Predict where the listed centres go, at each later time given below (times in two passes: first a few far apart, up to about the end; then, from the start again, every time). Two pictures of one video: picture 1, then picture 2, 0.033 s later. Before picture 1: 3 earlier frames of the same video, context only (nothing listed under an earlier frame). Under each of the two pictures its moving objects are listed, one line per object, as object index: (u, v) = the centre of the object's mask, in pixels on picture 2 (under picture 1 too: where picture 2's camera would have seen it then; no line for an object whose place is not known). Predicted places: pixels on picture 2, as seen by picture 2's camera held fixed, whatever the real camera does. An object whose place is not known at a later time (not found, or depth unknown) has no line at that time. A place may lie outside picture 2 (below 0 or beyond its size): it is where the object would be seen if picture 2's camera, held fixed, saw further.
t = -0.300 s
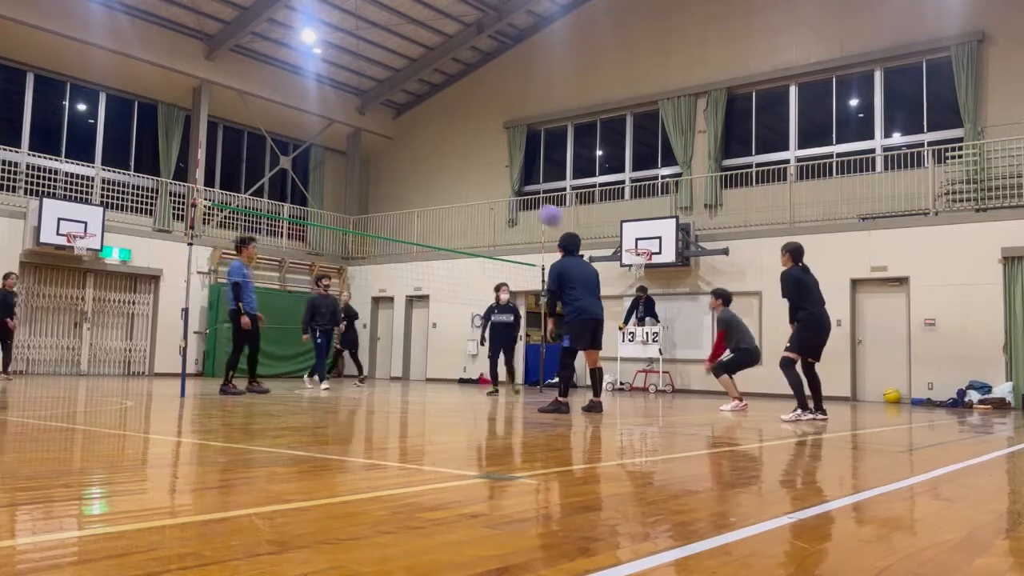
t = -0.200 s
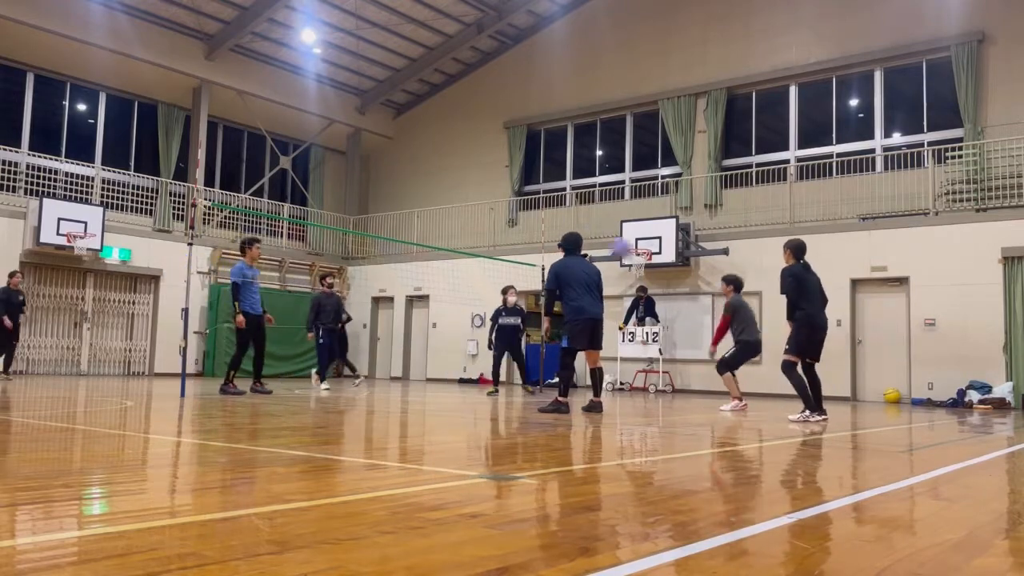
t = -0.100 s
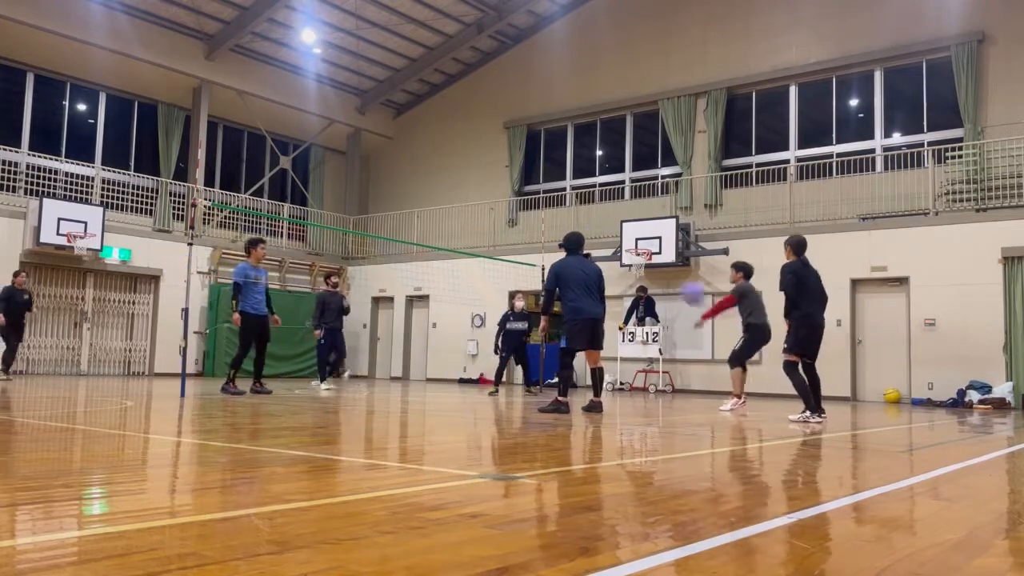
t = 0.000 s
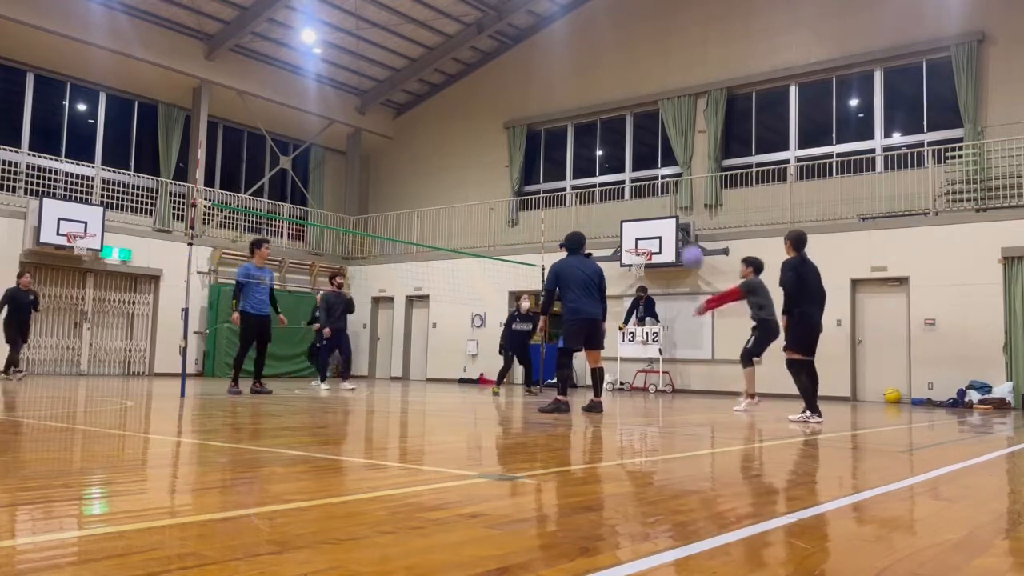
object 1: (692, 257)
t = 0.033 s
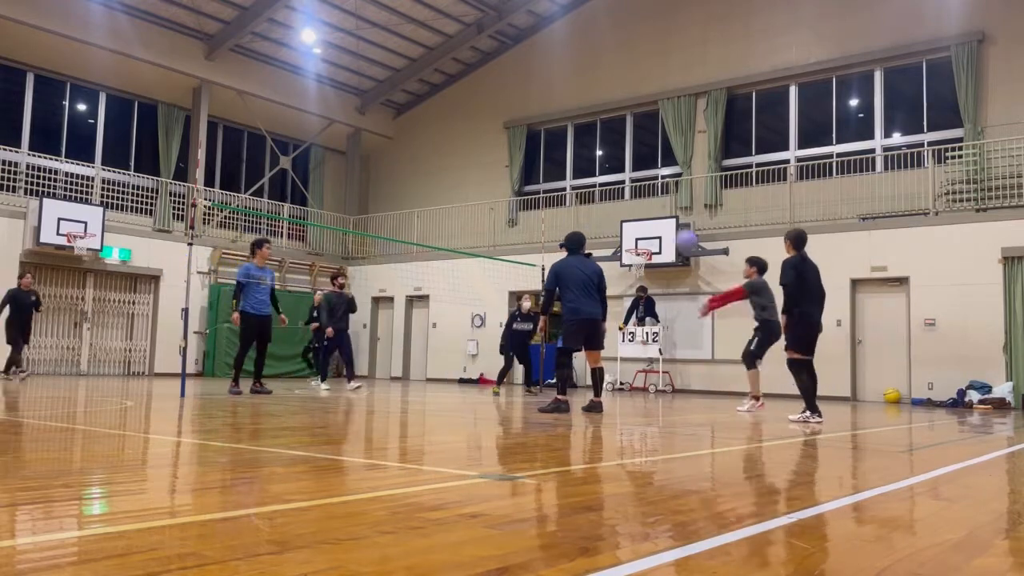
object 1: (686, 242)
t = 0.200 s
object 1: (658, 173)
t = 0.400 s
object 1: (627, 127)
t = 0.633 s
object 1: (593, 117)
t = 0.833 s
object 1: (563, 140)
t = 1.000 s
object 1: (541, 179)
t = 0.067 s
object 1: (681, 226)
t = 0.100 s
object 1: (675, 209)
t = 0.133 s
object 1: (669, 196)
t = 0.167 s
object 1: (664, 184)
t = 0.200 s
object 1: (658, 173)
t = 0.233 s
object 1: (653, 163)
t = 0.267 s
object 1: (648, 154)
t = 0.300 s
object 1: (643, 146)
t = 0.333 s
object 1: (638, 139)
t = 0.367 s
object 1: (633, 133)
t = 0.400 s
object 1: (627, 127)
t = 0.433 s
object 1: (623, 123)
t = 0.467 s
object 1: (617, 120)
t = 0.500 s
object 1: (612, 118)
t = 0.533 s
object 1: (608, 116)
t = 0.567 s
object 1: (603, 116)
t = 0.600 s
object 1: (597, 116)
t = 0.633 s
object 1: (593, 117)
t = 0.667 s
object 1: (587, 119)
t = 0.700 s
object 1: (583, 122)
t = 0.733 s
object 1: (578, 125)
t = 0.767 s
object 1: (573, 129)
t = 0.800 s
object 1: (568, 134)
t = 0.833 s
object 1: (563, 140)
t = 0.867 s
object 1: (559, 147)
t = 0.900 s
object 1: (554, 154)
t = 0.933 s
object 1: (550, 162)
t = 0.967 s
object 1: (546, 170)
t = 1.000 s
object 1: (541, 179)
